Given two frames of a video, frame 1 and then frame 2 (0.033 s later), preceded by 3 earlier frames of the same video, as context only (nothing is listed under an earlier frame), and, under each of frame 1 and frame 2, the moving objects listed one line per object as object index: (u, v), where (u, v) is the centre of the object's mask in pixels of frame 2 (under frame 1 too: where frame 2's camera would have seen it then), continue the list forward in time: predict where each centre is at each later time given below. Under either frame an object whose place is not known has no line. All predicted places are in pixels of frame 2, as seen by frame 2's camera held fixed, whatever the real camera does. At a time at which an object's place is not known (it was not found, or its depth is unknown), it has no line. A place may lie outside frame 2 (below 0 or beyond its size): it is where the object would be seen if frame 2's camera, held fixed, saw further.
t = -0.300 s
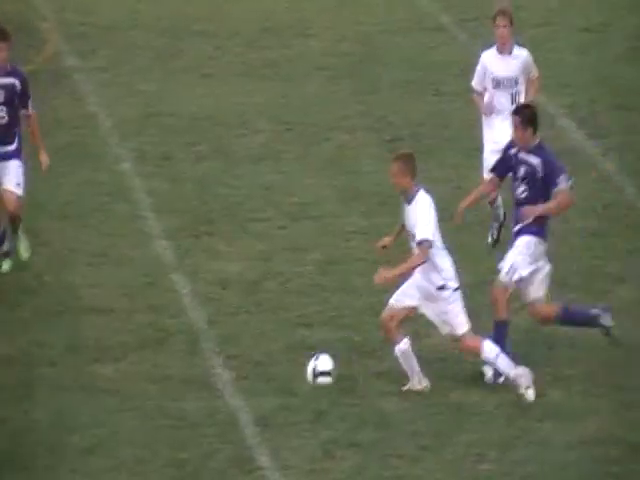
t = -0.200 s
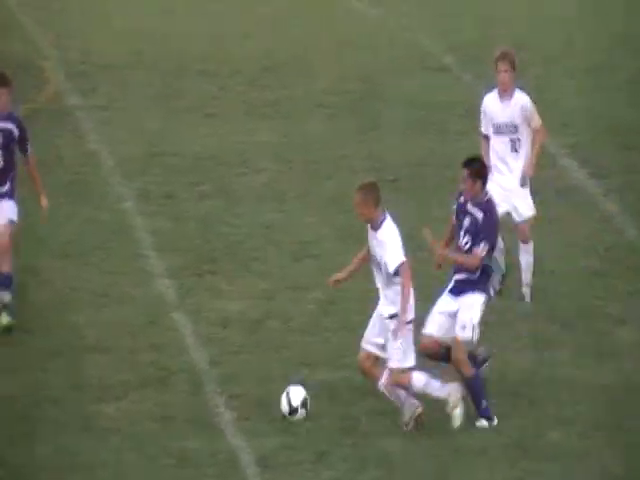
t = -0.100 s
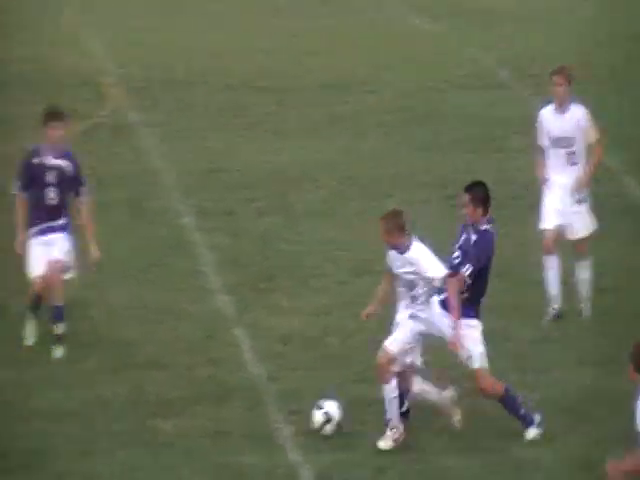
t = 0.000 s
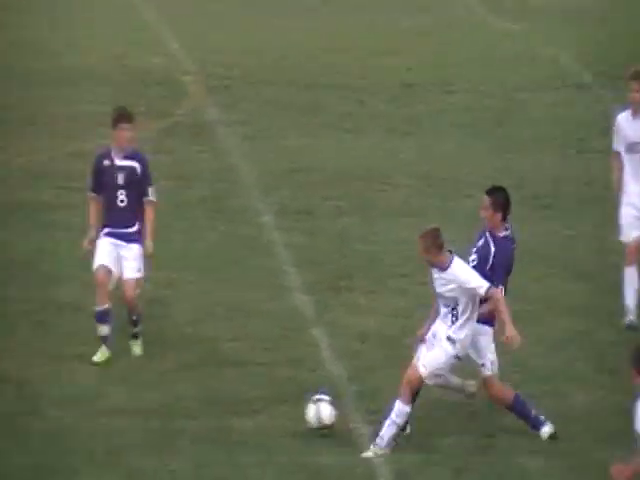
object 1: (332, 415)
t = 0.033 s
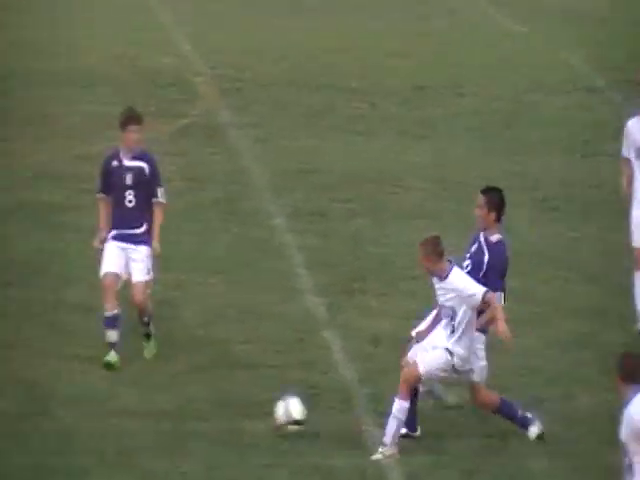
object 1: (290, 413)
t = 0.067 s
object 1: (248, 414)
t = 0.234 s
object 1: (45, 431)
